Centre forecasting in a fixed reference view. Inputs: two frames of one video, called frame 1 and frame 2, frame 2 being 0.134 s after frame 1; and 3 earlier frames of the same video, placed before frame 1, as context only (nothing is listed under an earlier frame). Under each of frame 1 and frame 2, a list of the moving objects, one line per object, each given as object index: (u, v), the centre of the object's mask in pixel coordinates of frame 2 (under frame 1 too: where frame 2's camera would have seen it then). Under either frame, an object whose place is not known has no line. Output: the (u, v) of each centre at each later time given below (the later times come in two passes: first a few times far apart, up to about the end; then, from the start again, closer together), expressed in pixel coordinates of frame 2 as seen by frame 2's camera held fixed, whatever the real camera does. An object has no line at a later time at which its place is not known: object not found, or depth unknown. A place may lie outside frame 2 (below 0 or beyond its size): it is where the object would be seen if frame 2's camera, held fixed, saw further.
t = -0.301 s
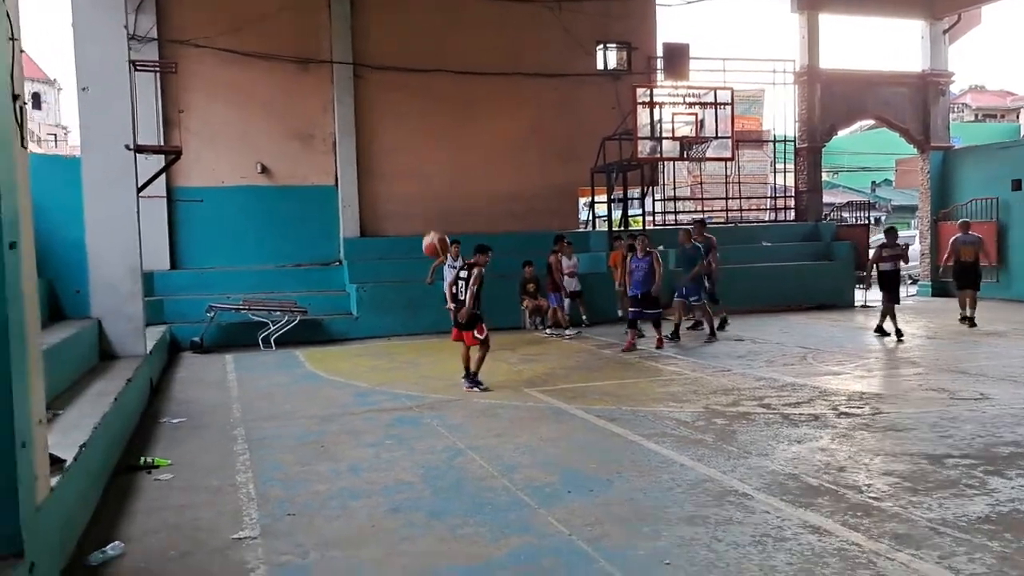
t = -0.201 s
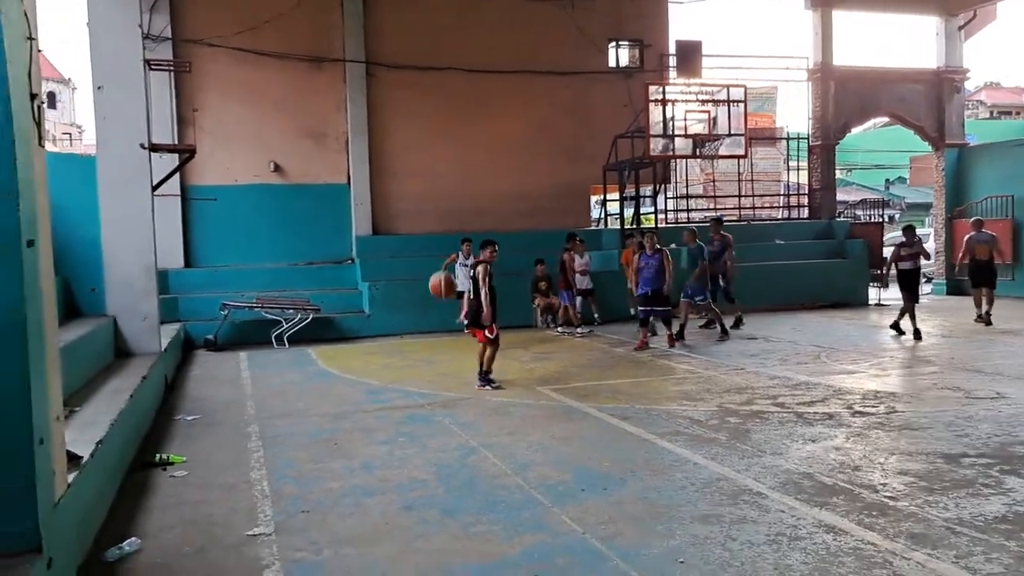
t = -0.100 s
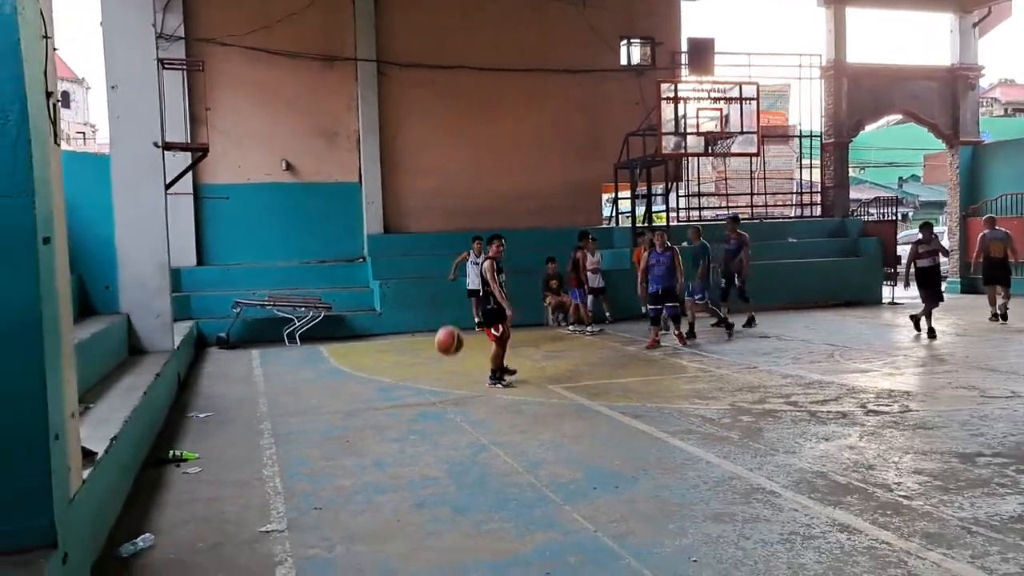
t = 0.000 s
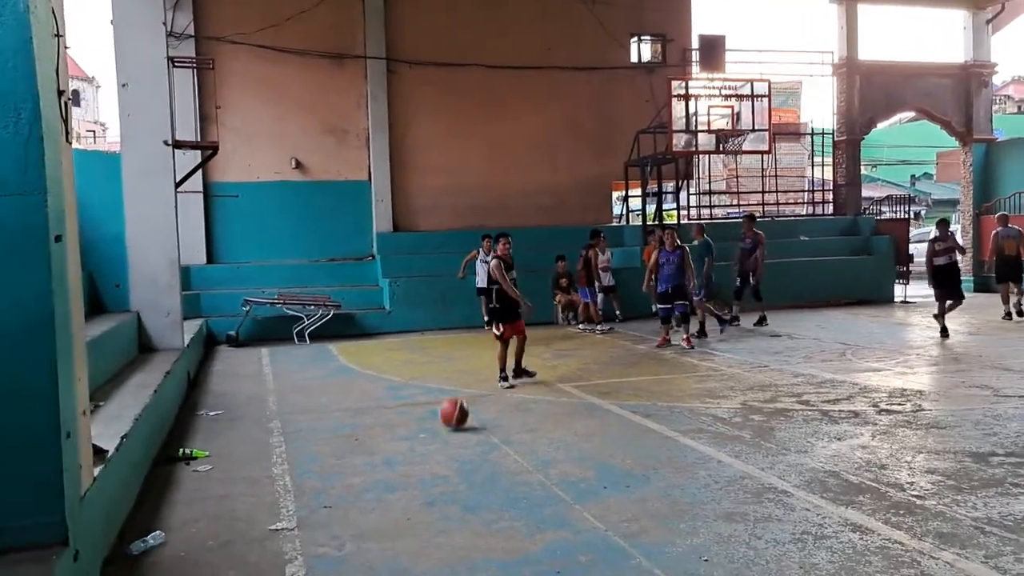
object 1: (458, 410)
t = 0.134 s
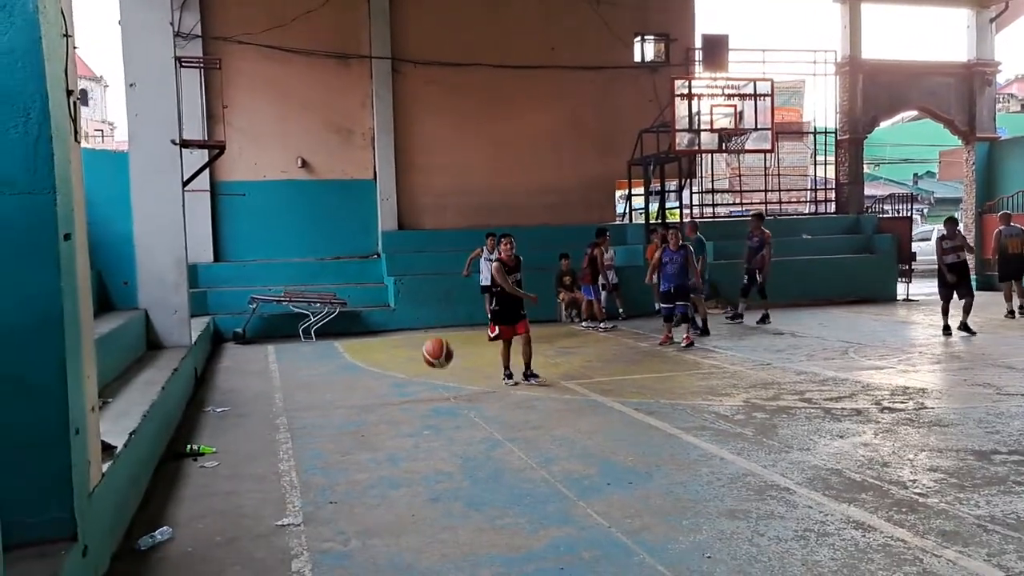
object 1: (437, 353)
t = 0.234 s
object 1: (421, 314)
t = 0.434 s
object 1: (382, 265)
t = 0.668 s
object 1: (333, 277)
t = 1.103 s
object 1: (220, 481)
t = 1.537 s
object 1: (151, 372)
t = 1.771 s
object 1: (235, 472)
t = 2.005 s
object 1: (305, 559)
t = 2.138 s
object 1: (318, 495)
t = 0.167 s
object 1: (432, 339)
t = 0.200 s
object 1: (426, 325)
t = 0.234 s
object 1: (421, 314)
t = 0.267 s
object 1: (415, 301)
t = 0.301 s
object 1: (408, 292)
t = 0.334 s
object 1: (402, 283)
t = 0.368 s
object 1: (395, 276)
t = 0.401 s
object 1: (388, 270)
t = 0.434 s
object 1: (382, 265)
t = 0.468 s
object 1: (376, 261)
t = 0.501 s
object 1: (369, 260)
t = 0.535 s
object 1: (362, 260)
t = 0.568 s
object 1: (355, 262)
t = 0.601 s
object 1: (348, 264)
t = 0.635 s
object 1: (341, 270)
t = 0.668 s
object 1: (333, 277)
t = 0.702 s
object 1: (326, 286)
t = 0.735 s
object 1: (318, 295)
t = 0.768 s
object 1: (310, 311)
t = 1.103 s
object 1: (220, 481)
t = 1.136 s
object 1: (207, 462)
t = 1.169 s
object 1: (195, 445)
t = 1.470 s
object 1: (129, 369)
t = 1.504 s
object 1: (140, 370)
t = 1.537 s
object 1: (151, 372)
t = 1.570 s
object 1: (162, 378)
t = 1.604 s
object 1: (173, 386)
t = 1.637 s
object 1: (186, 396)
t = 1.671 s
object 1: (198, 412)
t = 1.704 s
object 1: (210, 428)
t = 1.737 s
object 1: (222, 448)
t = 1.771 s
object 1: (235, 472)
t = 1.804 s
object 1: (249, 498)
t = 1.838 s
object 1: (262, 528)
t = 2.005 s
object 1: (305, 559)
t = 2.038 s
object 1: (309, 541)
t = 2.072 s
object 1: (312, 523)
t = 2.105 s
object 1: (315, 508)
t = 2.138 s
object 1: (318, 495)
